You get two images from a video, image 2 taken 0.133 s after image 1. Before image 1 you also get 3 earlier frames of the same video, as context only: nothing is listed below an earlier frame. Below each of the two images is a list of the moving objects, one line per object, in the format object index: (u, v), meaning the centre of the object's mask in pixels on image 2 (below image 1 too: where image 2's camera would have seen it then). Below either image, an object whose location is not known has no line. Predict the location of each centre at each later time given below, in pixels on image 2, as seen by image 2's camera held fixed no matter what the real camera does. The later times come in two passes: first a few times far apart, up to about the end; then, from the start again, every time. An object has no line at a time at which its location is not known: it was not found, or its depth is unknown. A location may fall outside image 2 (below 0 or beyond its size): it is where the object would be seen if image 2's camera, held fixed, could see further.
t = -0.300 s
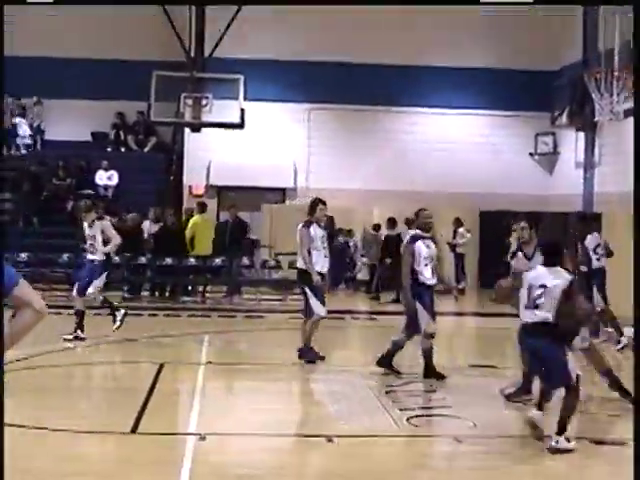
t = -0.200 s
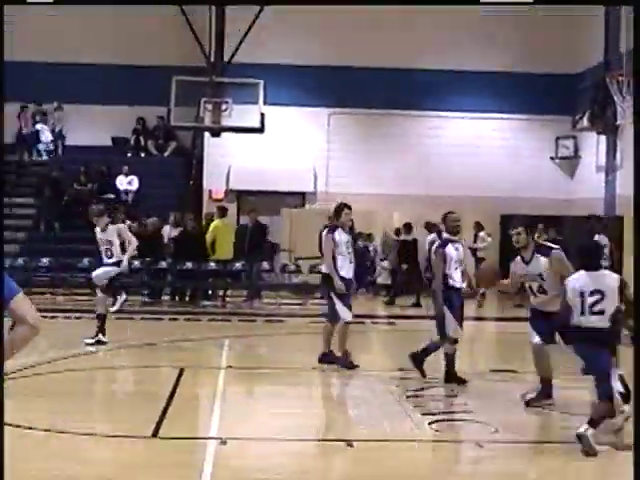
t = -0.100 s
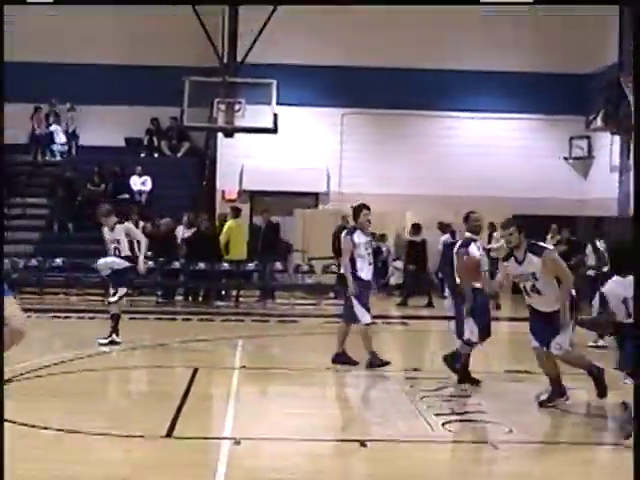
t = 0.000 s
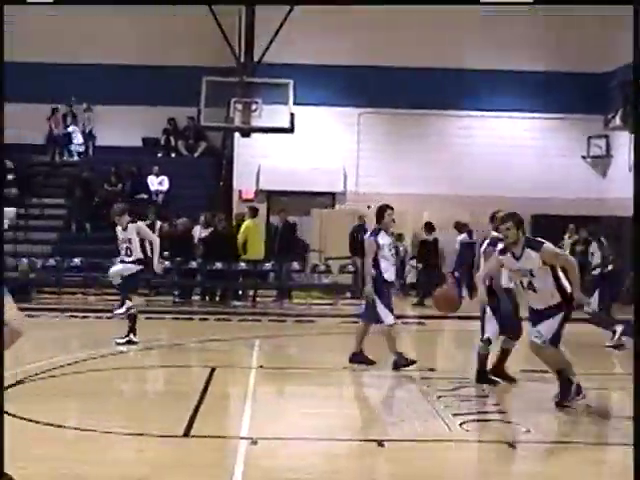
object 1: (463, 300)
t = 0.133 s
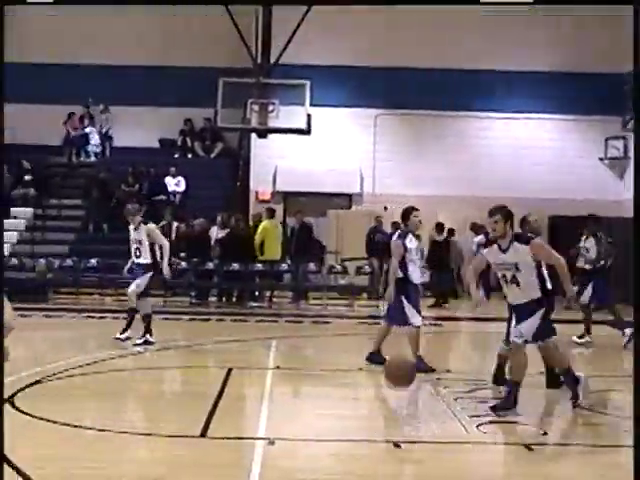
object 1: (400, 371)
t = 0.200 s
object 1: (361, 423)
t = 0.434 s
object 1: (273, 380)
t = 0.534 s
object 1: (235, 356)
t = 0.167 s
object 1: (380, 396)
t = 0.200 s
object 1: (361, 423)
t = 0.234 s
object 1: (339, 455)
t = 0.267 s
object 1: (327, 449)
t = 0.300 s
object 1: (318, 432)
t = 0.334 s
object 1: (307, 417)
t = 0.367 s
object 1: (296, 403)
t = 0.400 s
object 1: (285, 391)
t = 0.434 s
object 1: (273, 380)
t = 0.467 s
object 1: (261, 371)
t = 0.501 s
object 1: (249, 363)
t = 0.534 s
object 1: (235, 356)
